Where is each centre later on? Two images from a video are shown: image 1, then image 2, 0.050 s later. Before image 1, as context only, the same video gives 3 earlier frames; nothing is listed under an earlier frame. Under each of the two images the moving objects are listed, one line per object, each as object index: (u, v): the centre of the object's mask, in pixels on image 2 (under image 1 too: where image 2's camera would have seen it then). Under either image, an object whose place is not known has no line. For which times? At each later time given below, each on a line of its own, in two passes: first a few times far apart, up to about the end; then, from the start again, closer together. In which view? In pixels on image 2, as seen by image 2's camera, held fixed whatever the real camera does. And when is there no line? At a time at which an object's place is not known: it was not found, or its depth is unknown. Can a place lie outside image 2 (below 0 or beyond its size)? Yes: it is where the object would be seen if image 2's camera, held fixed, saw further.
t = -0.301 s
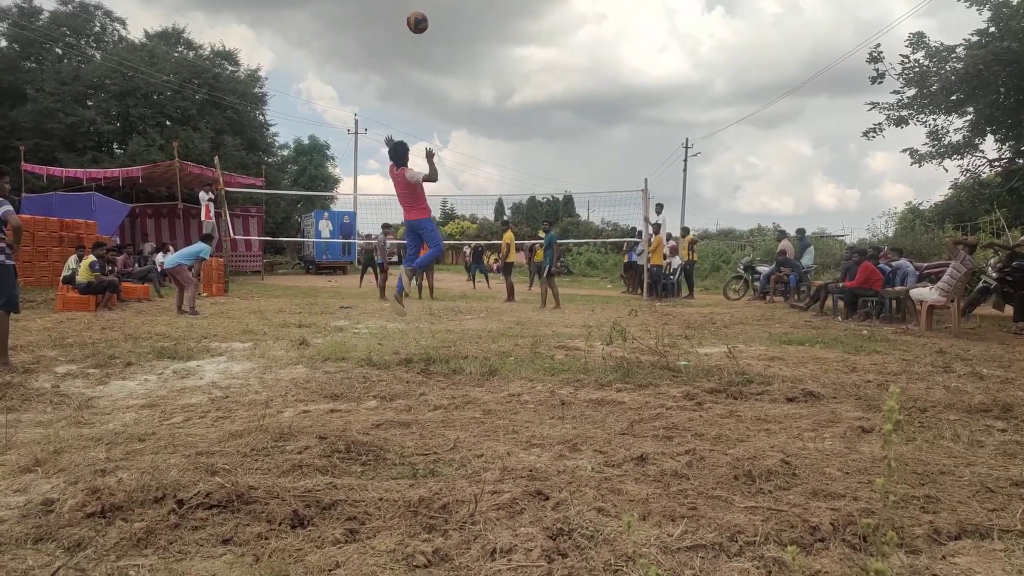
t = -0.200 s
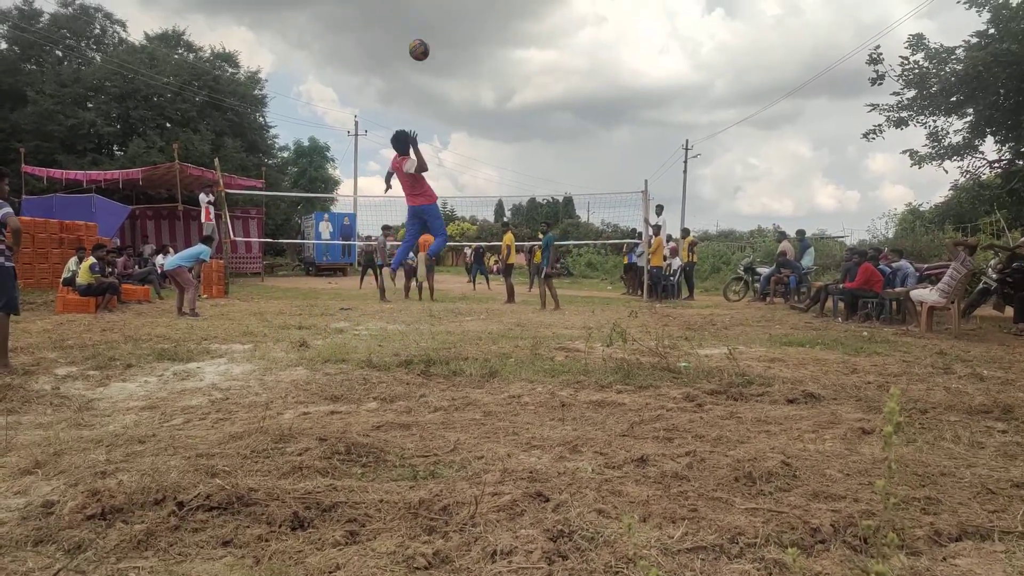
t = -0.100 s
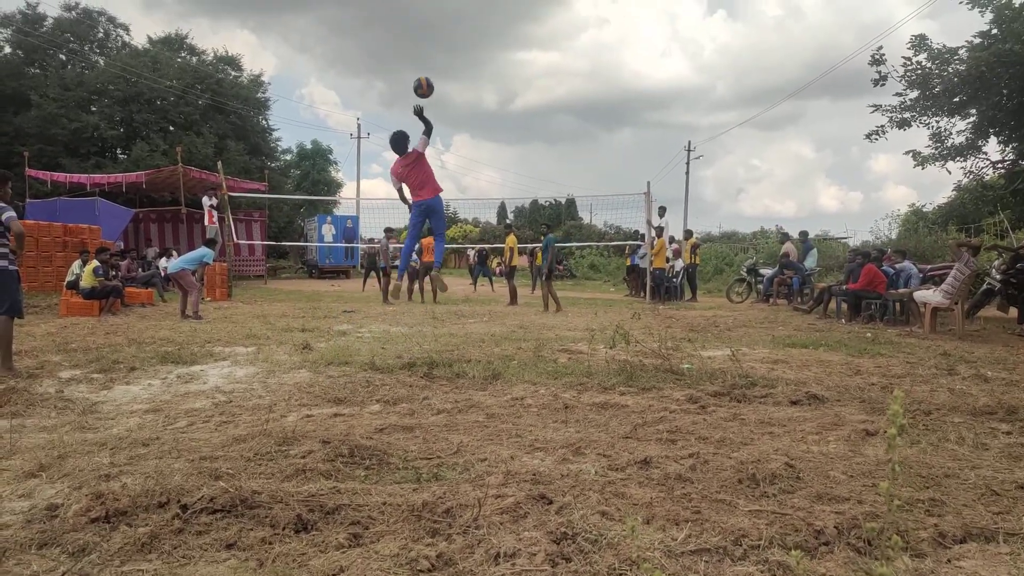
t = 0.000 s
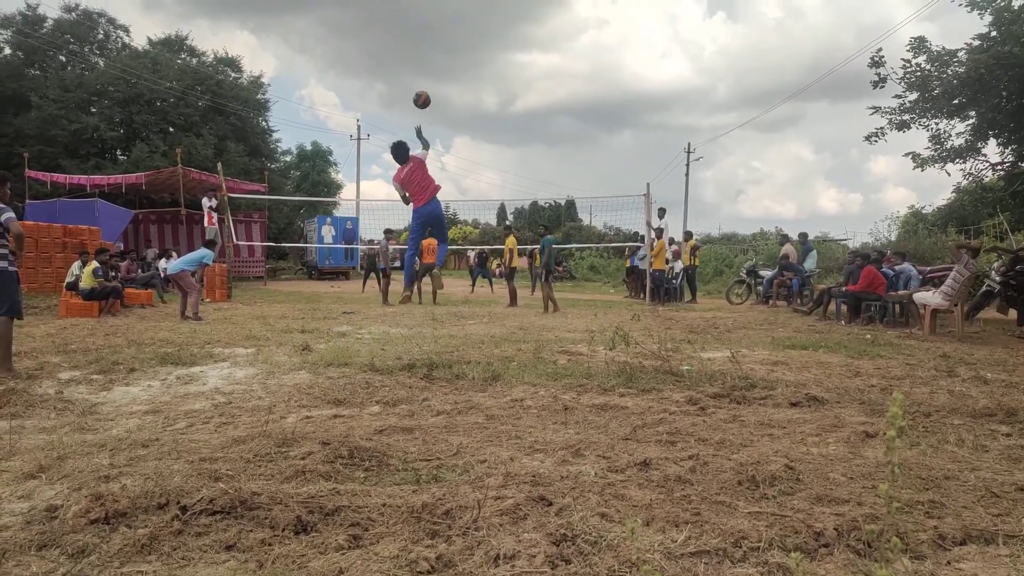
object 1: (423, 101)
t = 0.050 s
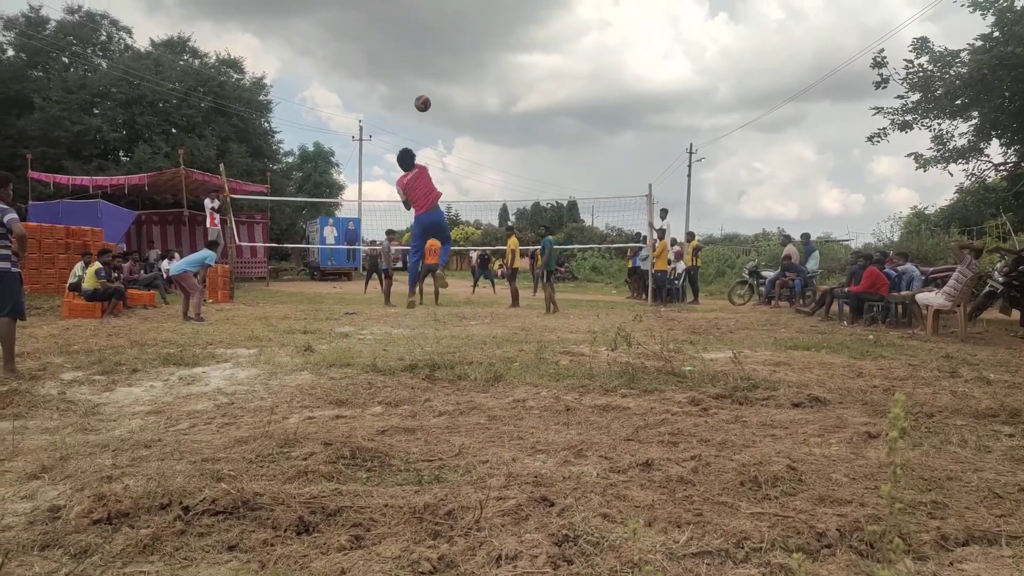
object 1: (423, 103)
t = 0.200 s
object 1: (419, 122)
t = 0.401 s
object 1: (413, 157)
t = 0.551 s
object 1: (409, 189)
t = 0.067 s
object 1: (422, 105)
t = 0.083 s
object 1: (422, 106)
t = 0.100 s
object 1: (422, 108)
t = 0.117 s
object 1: (421, 110)
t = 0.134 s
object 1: (421, 112)
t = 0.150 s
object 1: (420, 115)
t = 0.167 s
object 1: (420, 117)
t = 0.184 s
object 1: (419, 120)
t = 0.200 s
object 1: (419, 122)
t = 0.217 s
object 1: (418, 125)
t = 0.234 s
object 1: (418, 128)
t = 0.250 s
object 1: (417, 130)
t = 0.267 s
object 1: (417, 133)
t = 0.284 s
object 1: (416, 136)
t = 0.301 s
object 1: (416, 139)
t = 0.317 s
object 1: (415, 142)
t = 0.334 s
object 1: (415, 145)
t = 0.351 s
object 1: (414, 148)
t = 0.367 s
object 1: (414, 151)
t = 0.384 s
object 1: (414, 154)
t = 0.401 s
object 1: (413, 157)
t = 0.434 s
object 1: (412, 164)
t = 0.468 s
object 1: (411, 171)
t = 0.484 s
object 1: (411, 175)
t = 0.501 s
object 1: (410, 178)
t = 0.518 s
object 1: (410, 182)
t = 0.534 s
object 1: (409, 185)
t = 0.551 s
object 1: (409, 189)
